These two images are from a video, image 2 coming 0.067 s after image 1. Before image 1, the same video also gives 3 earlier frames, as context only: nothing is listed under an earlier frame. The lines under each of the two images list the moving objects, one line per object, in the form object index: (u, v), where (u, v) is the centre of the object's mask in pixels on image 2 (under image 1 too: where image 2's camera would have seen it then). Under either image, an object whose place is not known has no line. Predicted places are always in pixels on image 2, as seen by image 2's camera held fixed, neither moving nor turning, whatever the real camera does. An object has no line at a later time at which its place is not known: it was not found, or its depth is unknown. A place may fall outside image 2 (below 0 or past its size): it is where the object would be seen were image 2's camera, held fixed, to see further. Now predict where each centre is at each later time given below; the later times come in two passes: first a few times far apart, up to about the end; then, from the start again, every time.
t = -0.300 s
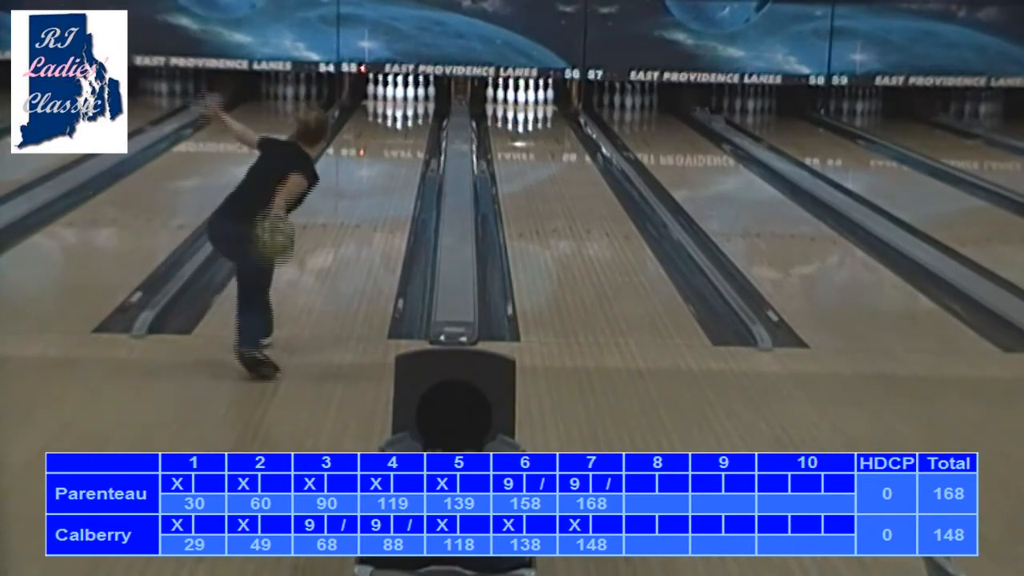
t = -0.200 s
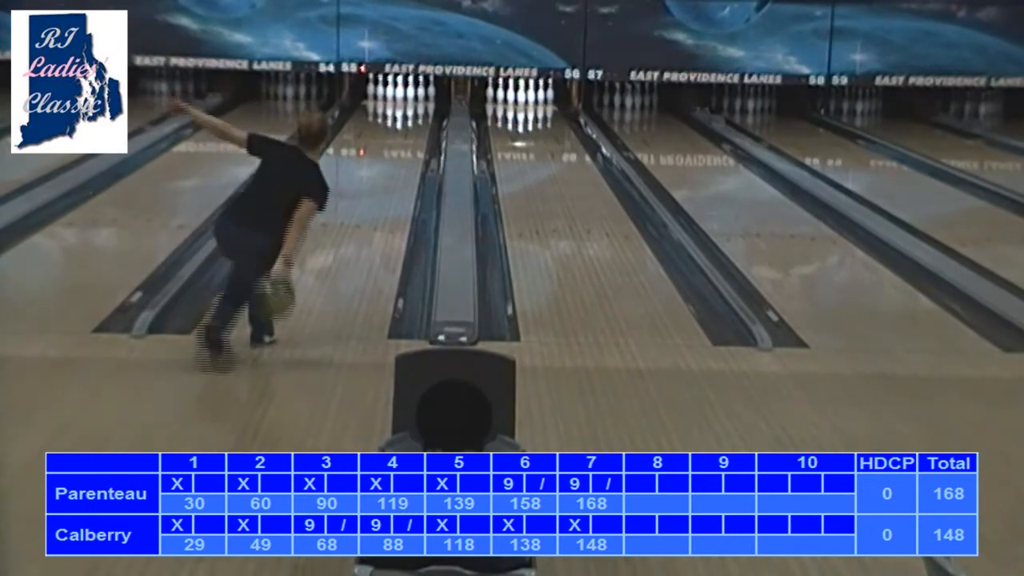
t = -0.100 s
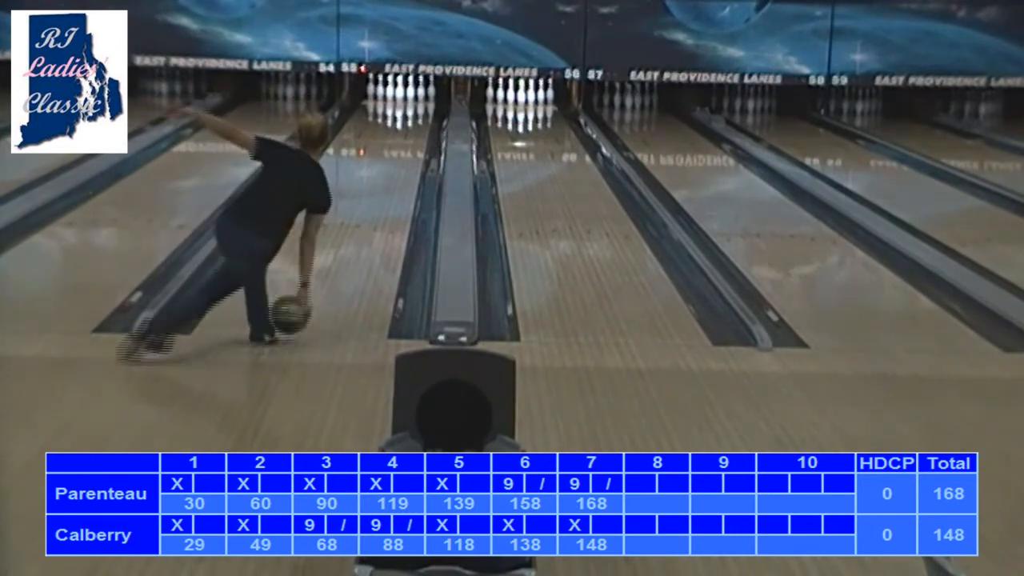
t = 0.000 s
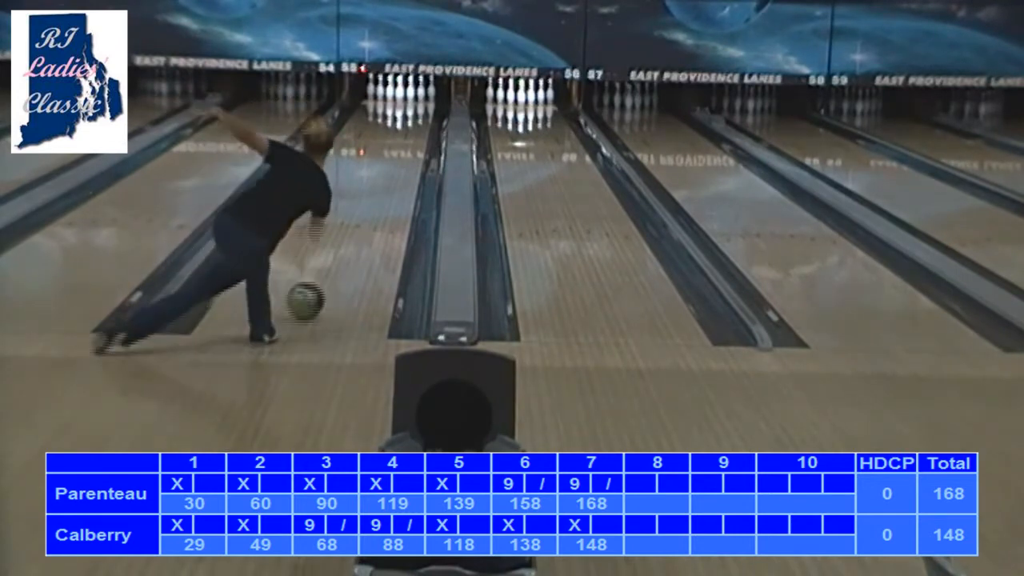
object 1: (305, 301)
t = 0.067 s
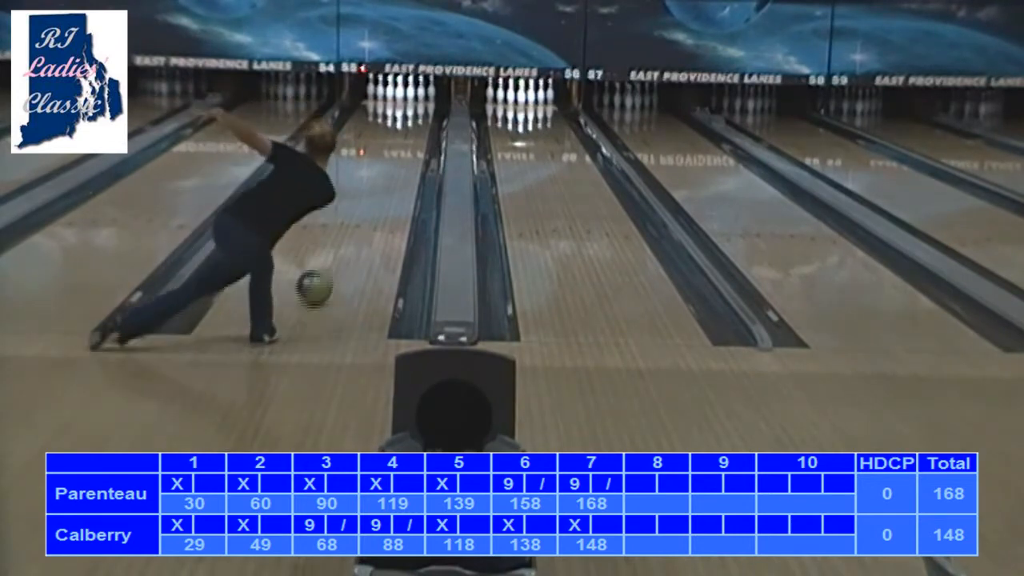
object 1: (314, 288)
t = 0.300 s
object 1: (340, 248)
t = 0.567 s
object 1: (361, 212)
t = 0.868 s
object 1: (379, 183)
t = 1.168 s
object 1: (393, 159)
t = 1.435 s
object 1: (401, 143)
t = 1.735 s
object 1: (408, 128)
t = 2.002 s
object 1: (411, 117)
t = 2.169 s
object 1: (411, 110)
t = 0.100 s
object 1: (318, 281)
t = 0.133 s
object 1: (322, 275)
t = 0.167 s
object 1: (326, 268)
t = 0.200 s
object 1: (330, 263)
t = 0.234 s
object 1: (333, 258)
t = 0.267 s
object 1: (336, 252)
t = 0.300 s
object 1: (340, 248)
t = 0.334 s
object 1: (343, 244)
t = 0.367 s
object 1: (346, 237)
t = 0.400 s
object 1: (349, 233)
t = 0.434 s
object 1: (351, 228)
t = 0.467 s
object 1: (354, 225)
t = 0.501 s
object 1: (356, 221)
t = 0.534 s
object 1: (359, 216)
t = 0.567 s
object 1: (361, 212)
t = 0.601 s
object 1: (364, 209)
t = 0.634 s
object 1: (366, 205)
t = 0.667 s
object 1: (368, 202)
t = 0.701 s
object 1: (370, 198)
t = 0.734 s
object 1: (372, 195)
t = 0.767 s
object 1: (374, 192)
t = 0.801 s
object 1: (376, 188)
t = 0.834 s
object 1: (378, 186)
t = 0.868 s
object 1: (379, 183)
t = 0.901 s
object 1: (381, 180)
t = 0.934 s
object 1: (382, 177)
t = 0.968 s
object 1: (384, 174)
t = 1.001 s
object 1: (386, 171)
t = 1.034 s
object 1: (387, 169)
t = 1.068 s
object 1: (389, 167)
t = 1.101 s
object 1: (390, 164)
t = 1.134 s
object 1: (391, 162)
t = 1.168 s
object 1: (393, 159)
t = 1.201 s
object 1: (394, 156)
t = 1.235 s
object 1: (395, 154)
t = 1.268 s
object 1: (397, 152)
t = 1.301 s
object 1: (397, 150)
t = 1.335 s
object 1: (398, 149)
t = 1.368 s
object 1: (400, 147)
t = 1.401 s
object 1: (400, 144)
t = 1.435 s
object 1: (401, 143)
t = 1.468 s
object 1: (402, 140)
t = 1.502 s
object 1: (403, 138)
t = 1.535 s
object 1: (403, 138)
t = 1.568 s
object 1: (404, 136)
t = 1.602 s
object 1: (406, 134)
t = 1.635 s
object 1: (406, 133)
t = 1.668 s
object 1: (408, 131)
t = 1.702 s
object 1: (409, 128)
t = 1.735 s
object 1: (408, 128)
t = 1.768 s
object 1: (408, 127)
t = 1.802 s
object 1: (410, 124)
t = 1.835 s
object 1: (410, 122)
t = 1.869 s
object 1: (411, 121)
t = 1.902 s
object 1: (411, 120)
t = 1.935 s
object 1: (411, 120)
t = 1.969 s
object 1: (411, 118)
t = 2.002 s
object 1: (411, 117)
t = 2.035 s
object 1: (411, 116)
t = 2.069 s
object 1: (411, 114)
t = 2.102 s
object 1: (412, 113)
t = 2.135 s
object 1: (411, 112)
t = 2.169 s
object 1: (411, 110)
